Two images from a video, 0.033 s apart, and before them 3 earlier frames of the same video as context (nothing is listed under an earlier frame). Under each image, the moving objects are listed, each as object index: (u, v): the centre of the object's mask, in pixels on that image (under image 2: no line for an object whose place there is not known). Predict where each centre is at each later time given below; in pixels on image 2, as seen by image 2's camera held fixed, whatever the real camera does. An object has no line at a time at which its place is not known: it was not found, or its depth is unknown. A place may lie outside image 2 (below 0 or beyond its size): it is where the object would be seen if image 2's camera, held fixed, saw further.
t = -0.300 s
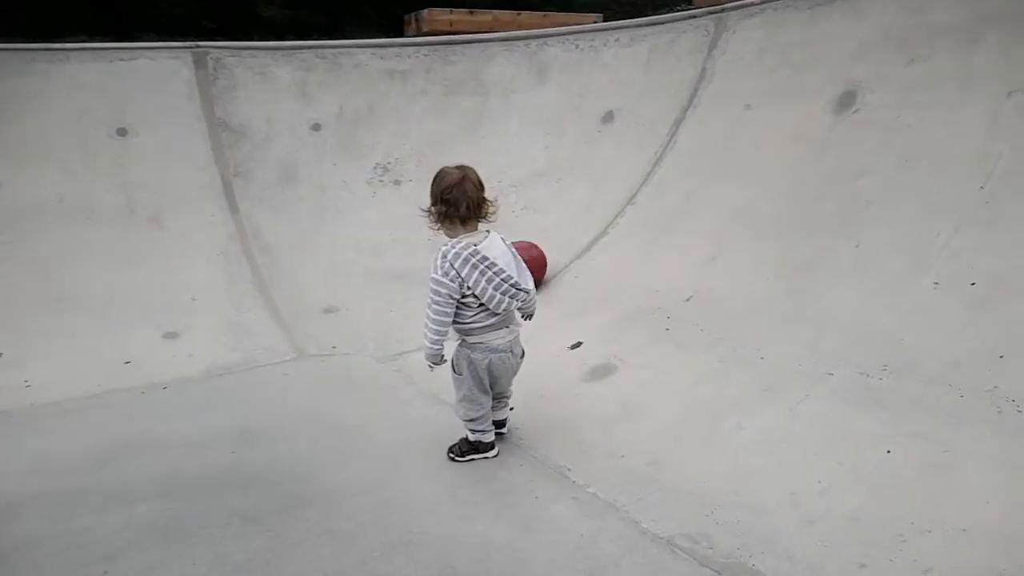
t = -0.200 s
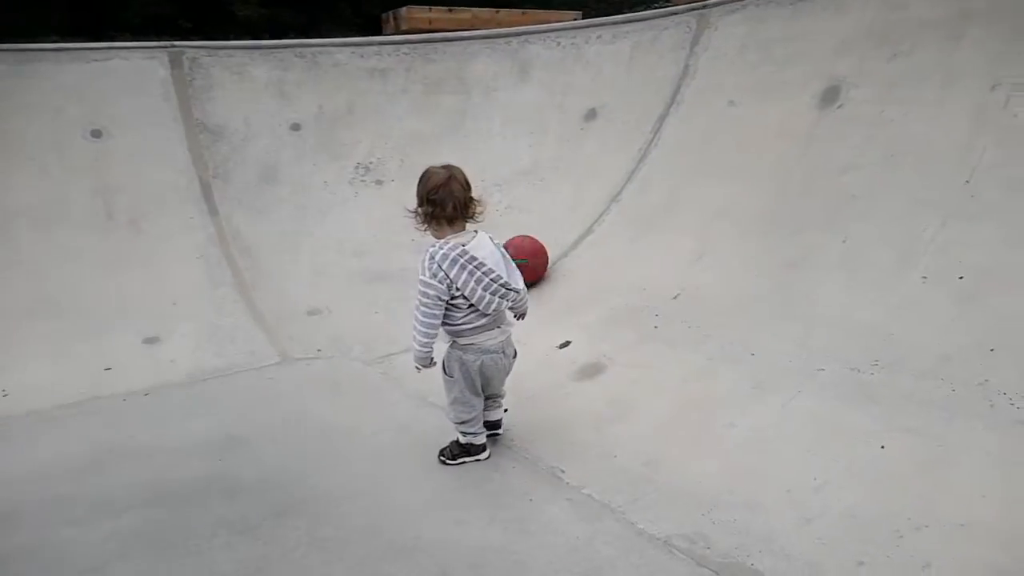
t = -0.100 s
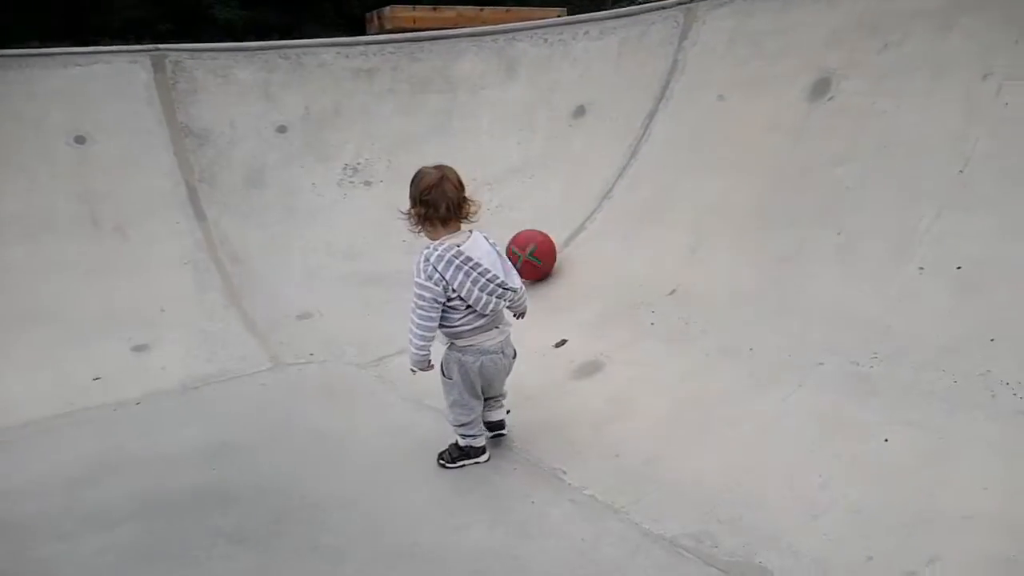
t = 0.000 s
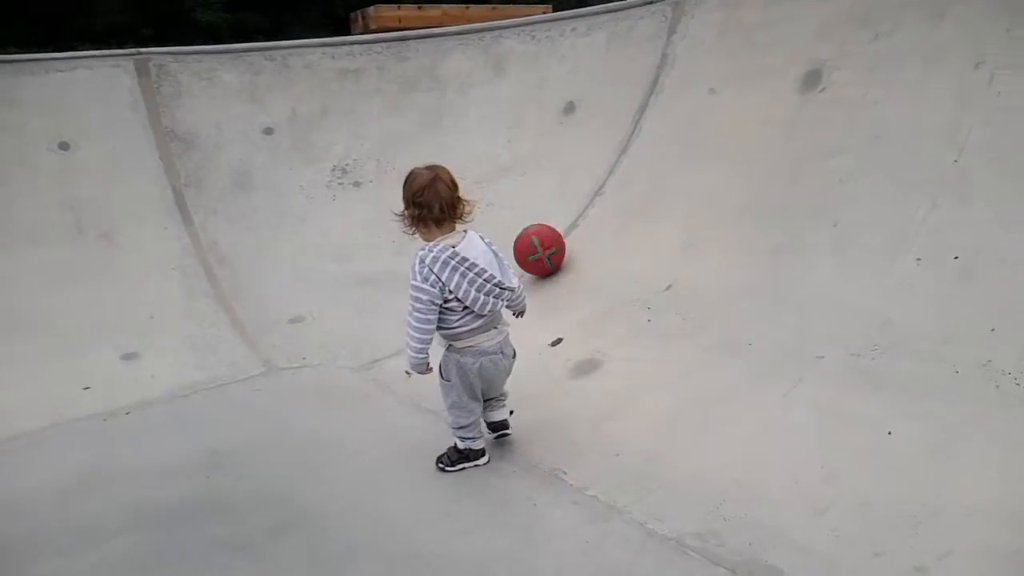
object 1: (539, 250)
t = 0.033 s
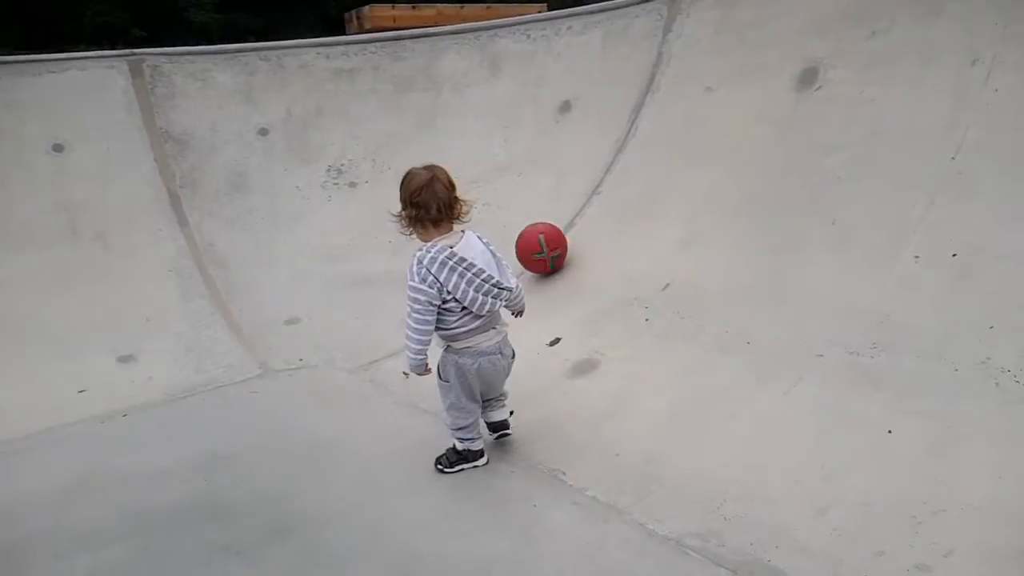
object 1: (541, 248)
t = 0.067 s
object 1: (546, 246)
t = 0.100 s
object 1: (551, 244)
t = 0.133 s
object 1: (555, 243)
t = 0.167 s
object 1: (560, 240)
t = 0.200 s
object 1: (565, 239)
